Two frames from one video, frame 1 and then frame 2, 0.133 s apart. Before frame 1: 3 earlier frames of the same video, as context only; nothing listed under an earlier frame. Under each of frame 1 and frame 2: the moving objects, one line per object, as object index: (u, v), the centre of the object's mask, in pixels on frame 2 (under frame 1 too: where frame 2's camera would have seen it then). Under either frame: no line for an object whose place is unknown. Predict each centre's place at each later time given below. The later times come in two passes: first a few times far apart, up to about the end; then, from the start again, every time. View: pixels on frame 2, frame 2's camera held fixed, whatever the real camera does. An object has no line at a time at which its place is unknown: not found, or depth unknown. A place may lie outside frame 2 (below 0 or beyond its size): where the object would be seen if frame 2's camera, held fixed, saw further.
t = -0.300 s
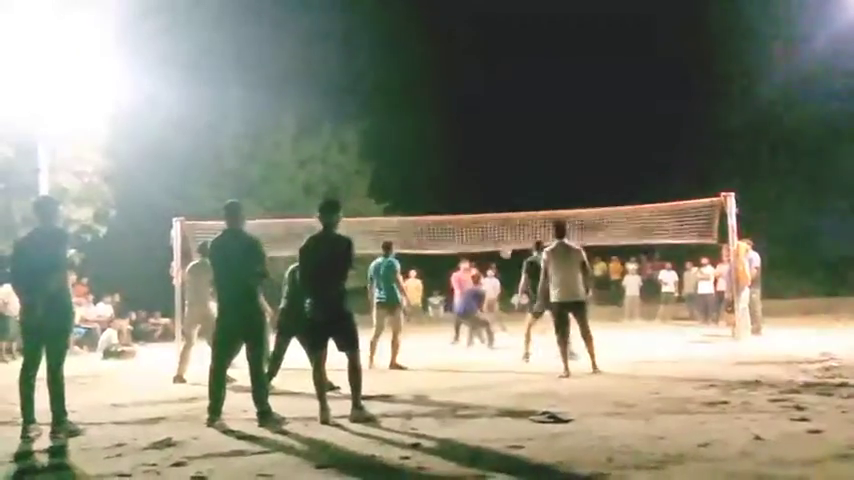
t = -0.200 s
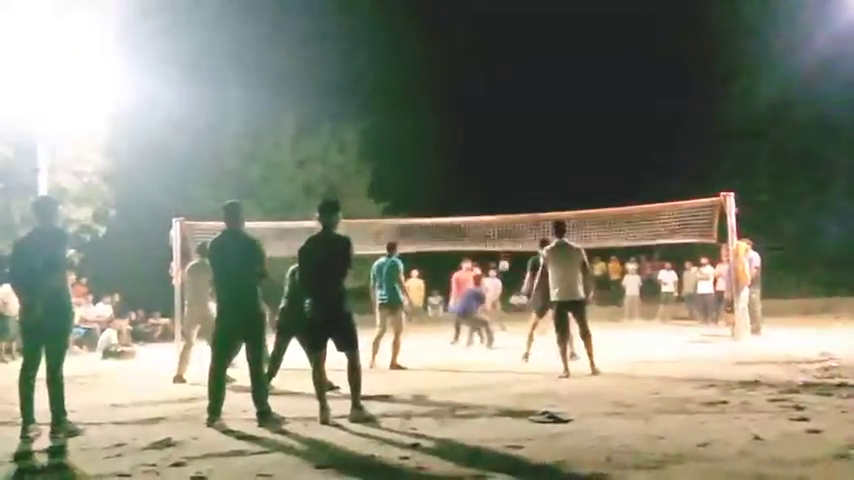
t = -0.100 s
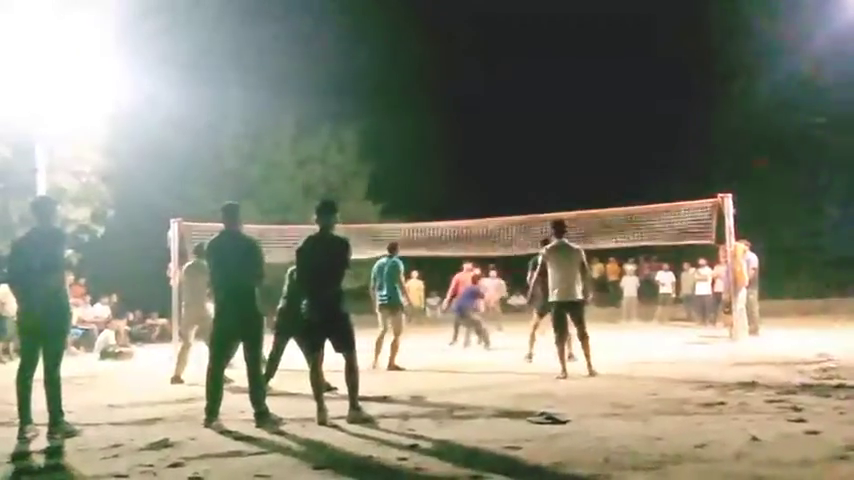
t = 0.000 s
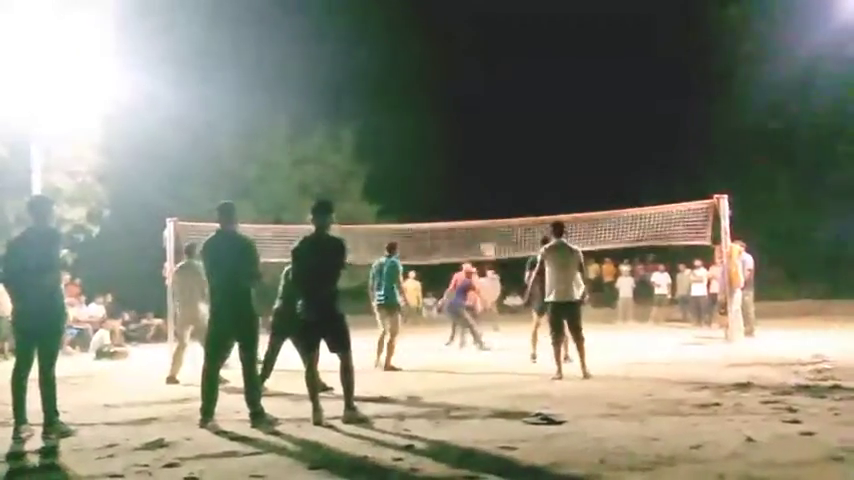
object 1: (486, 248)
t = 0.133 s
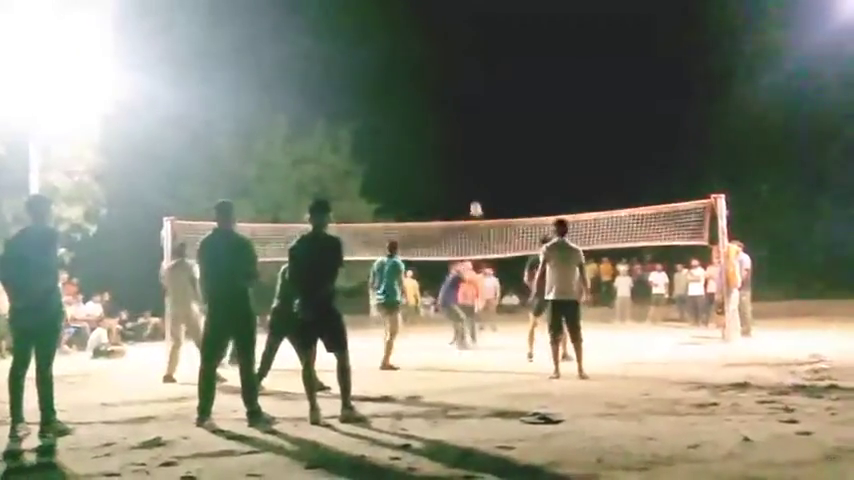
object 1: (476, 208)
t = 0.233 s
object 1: (468, 185)
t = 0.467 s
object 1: (449, 148)
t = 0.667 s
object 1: (435, 143)
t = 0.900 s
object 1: (418, 167)
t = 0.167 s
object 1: (473, 200)
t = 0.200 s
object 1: (471, 191)
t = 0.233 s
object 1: (468, 185)
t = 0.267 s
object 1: (465, 178)
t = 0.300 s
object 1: (462, 172)
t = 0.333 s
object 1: (460, 166)
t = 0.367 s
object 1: (458, 160)
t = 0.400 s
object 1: (456, 155)
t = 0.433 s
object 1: (452, 151)
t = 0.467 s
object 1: (449, 148)
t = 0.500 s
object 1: (447, 146)
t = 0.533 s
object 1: (445, 144)
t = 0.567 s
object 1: (443, 142)
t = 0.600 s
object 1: (440, 142)
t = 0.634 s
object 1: (437, 142)
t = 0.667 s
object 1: (435, 143)
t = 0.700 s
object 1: (433, 144)
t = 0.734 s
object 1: (430, 146)
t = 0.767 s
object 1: (427, 148)
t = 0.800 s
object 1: (425, 152)
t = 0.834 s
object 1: (422, 157)
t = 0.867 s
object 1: (420, 161)
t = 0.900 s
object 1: (418, 167)
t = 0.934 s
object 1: (416, 173)
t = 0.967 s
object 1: (414, 180)
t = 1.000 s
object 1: (411, 187)
